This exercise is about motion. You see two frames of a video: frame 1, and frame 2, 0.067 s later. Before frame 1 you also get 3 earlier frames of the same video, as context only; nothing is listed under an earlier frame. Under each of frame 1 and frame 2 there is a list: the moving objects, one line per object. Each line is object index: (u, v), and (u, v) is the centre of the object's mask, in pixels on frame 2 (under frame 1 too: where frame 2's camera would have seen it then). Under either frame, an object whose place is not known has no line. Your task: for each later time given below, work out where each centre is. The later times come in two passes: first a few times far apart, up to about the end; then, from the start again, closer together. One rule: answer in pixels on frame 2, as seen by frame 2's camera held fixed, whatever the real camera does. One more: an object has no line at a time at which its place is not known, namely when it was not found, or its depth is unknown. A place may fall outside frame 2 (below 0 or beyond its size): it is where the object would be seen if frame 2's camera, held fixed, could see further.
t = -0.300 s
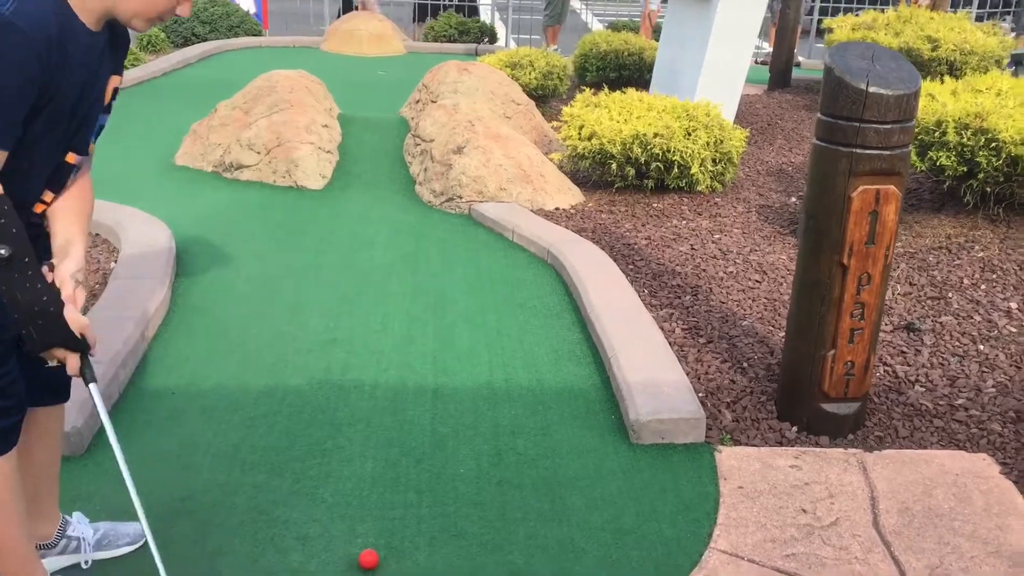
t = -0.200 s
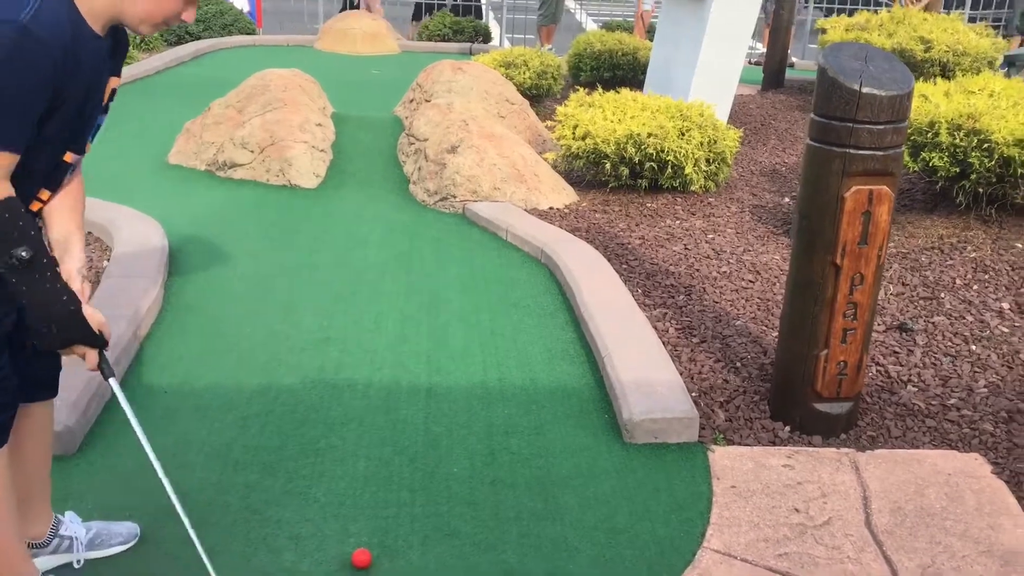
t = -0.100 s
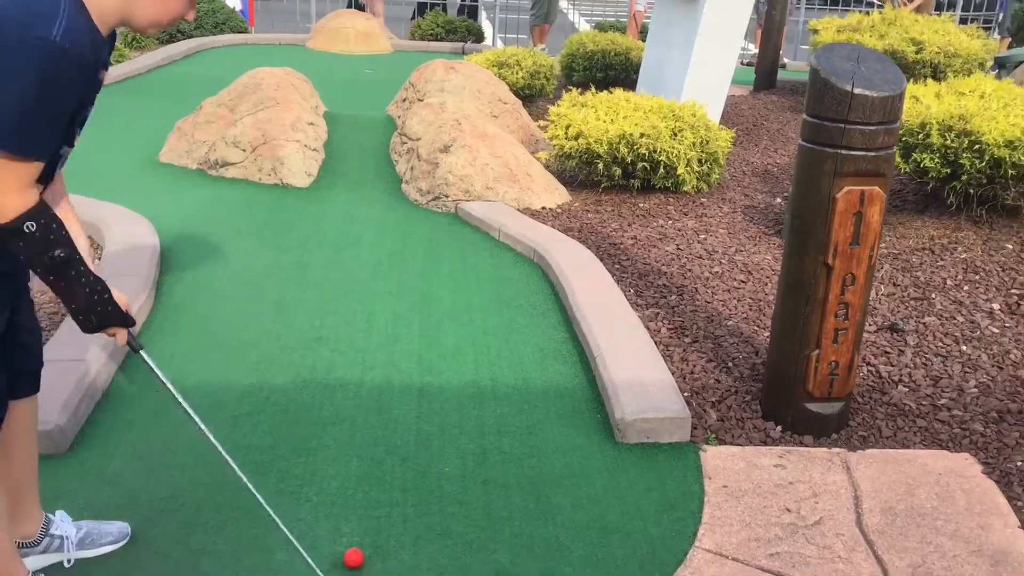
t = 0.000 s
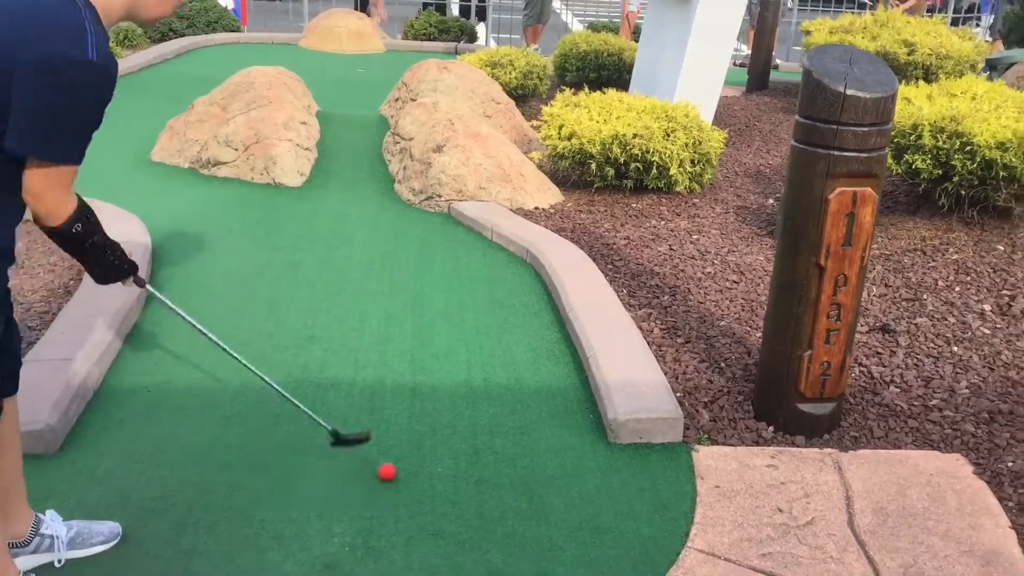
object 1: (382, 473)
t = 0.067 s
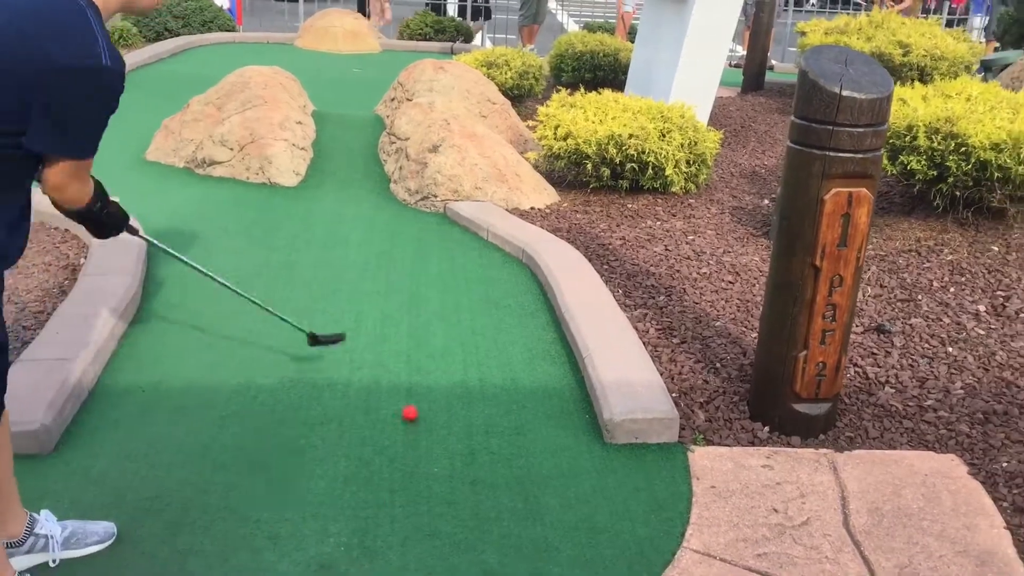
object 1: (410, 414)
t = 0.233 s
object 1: (456, 317)
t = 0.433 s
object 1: (491, 244)
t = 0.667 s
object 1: (336, 198)
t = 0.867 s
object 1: (228, 183)
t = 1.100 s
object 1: (133, 178)
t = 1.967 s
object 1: (80, 122)
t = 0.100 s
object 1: (421, 390)
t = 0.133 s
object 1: (431, 368)
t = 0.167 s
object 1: (440, 350)
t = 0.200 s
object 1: (448, 332)
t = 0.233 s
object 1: (456, 317)
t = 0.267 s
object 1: (463, 302)
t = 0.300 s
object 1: (469, 289)
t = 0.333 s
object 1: (475, 275)
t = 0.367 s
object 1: (480, 265)
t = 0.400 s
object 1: (486, 253)
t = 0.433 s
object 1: (491, 244)
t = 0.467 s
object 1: (472, 231)
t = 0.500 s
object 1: (449, 219)
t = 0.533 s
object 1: (425, 210)
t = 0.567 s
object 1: (402, 203)
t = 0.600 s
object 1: (379, 199)
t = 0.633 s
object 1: (358, 198)
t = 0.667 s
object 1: (336, 198)
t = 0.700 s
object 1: (314, 201)
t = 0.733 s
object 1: (293, 207)
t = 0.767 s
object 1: (276, 201)
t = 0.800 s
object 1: (259, 193)
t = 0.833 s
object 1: (243, 187)
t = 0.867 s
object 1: (228, 183)
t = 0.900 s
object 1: (214, 182)
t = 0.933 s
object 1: (199, 183)
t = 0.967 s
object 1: (185, 186)
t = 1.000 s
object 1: (171, 185)
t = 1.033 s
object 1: (158, 180)
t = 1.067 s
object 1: (146, 178)
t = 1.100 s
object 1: (133, 178)
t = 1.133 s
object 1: (122, 176)
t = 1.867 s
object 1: (59, 127)
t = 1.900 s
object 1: (65, 125)
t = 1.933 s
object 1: (73, 123)
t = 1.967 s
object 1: (80, 122)
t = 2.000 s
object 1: (86, 121)
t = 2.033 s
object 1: (93, 119)
